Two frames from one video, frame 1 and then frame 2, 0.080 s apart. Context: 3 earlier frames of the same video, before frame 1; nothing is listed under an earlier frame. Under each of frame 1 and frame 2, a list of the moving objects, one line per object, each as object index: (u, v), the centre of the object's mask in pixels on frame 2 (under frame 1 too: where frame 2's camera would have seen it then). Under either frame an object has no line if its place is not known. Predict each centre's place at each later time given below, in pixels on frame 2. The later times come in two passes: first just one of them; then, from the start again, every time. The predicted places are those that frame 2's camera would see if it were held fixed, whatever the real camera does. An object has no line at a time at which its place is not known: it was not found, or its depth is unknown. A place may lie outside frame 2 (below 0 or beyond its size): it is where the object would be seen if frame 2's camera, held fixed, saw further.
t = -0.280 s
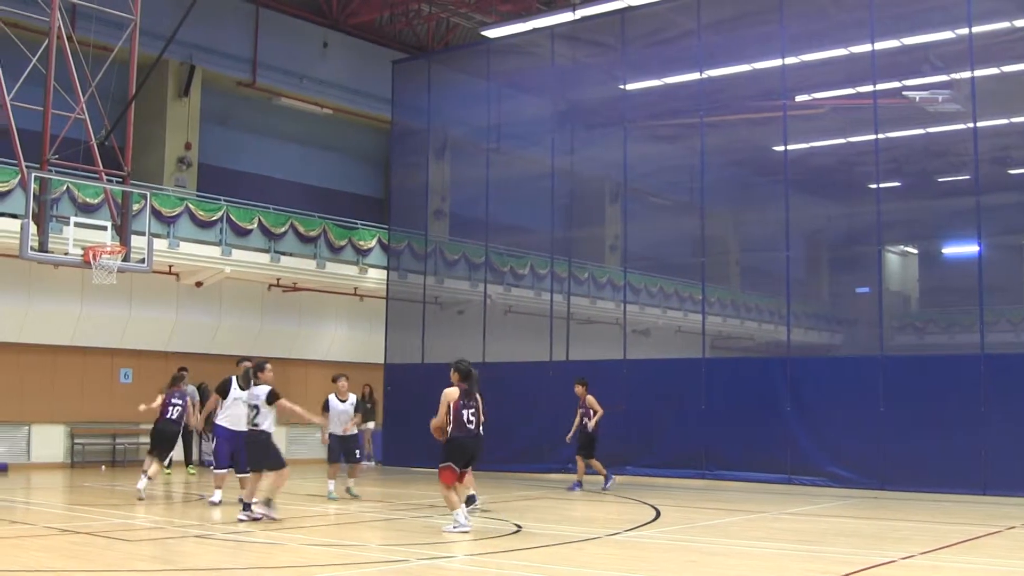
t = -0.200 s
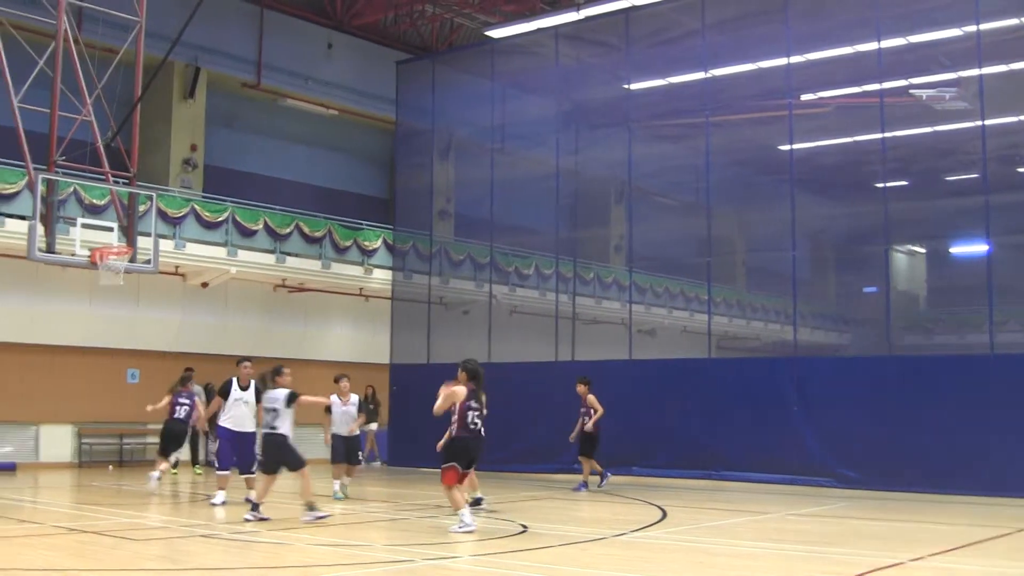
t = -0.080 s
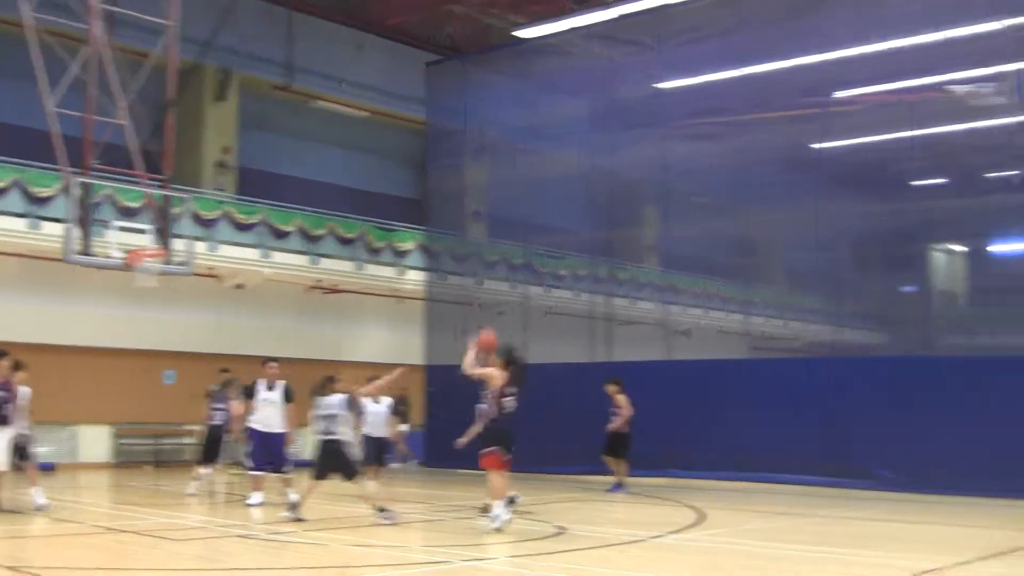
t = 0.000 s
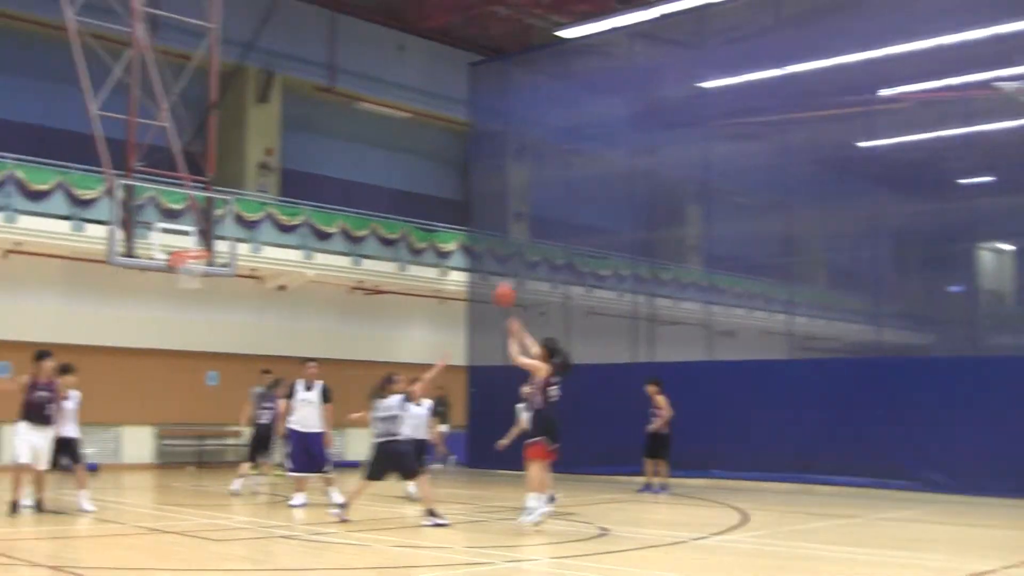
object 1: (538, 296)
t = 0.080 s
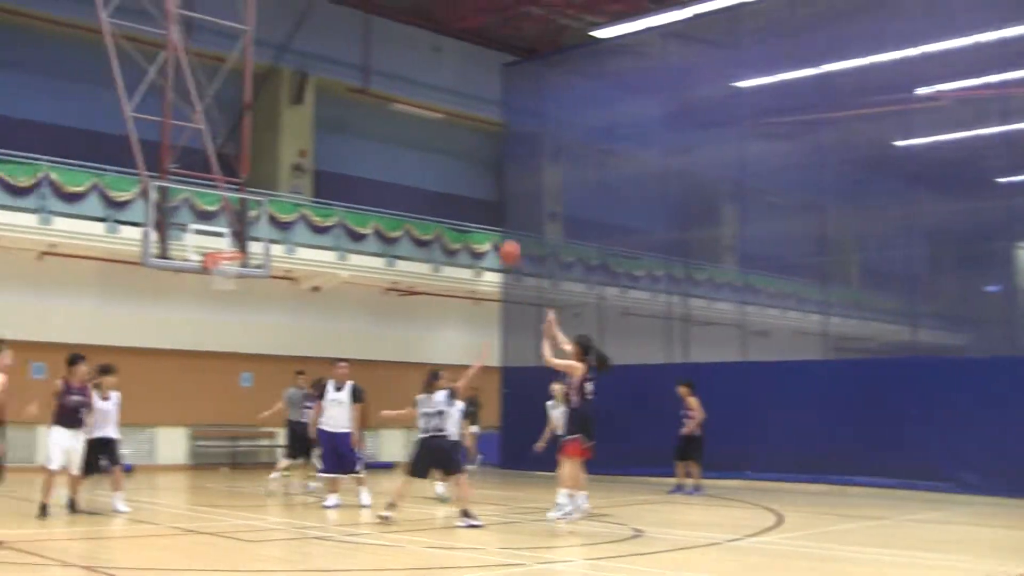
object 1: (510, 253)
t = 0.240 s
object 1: (456, 192)
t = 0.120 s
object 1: (496, 234)
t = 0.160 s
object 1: (483, 218)
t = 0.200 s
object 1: (470, 204)
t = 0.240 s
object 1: (456, 192)
